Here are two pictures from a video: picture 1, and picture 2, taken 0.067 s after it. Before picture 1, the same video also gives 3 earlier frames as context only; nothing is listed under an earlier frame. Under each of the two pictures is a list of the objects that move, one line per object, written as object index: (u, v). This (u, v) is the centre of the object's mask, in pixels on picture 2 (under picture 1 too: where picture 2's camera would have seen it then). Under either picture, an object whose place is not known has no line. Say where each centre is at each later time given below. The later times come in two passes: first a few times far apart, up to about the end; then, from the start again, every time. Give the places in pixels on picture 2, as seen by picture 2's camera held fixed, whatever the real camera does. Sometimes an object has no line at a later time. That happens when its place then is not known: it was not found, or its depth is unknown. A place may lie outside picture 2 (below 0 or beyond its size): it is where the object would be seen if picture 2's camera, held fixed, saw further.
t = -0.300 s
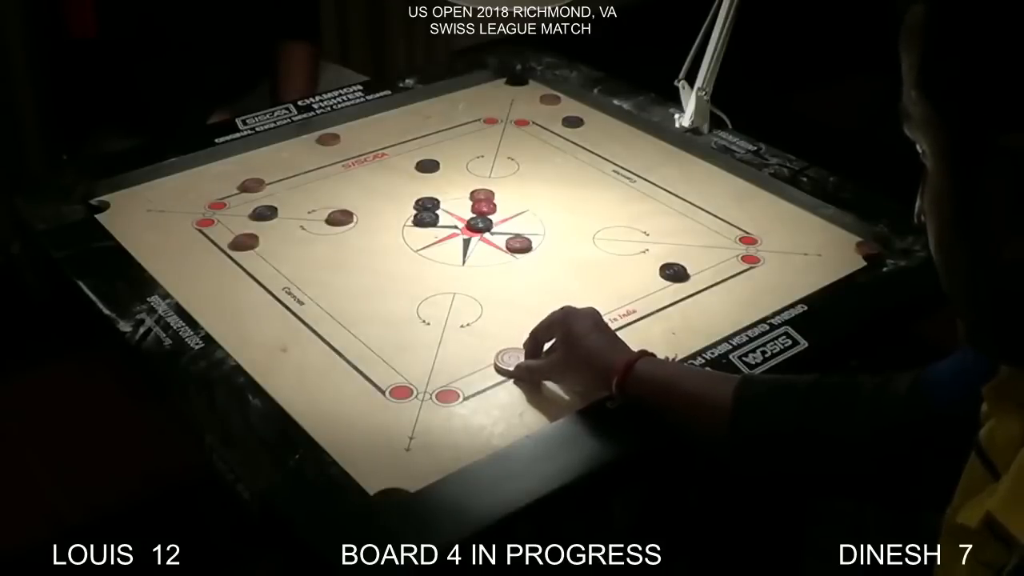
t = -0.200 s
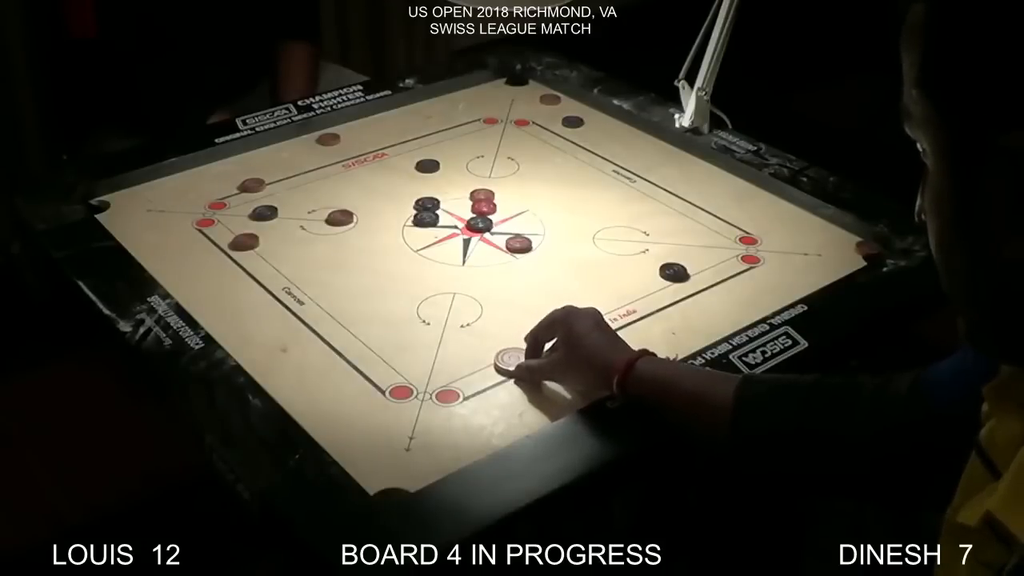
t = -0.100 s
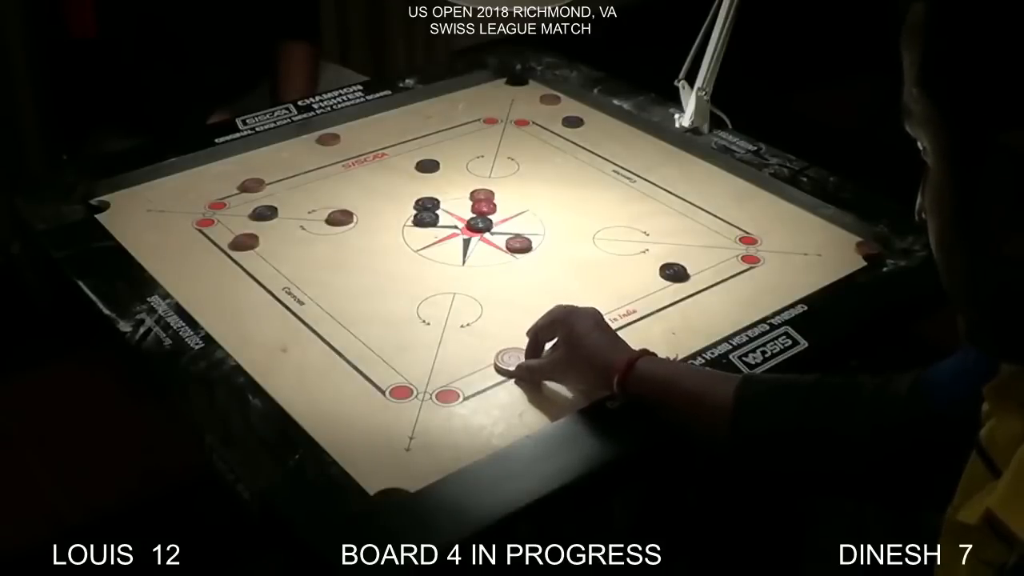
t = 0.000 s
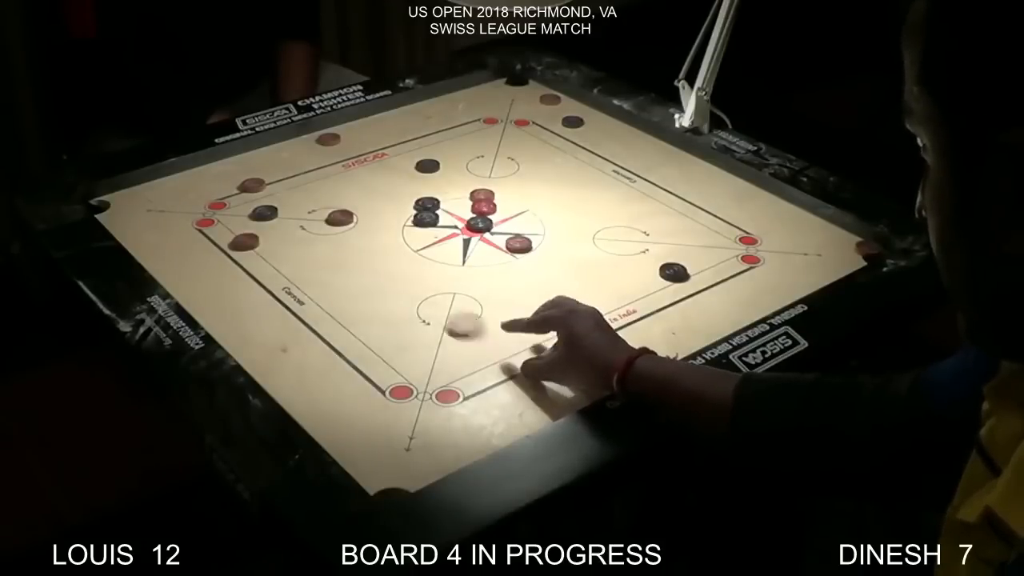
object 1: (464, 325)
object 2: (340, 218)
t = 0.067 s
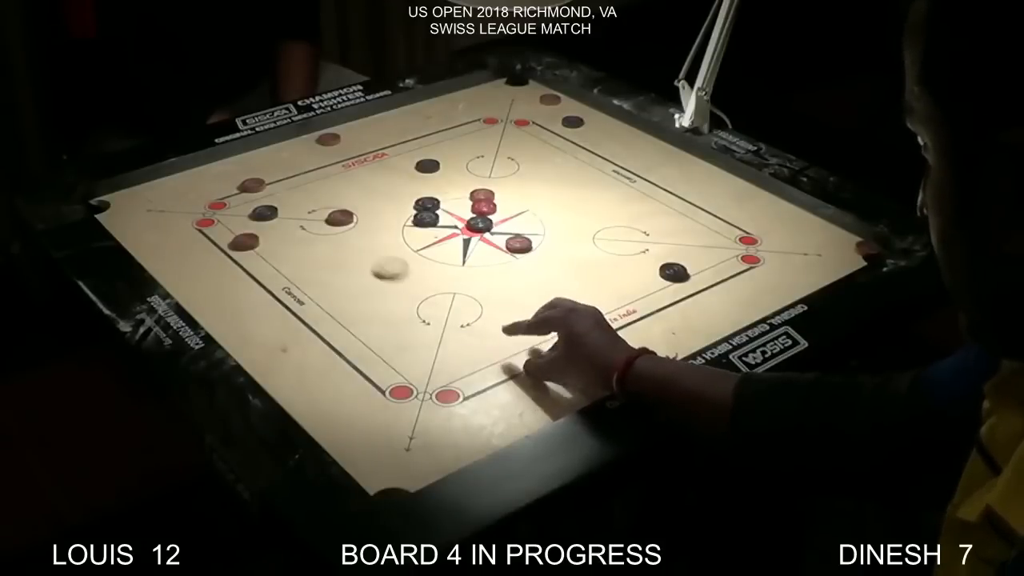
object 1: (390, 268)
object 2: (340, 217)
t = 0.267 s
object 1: (273, 196)
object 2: (313, 158)
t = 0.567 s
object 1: (262, 174)
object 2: (377, 290)
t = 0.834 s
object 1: (263, 173)
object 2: (424, 395)
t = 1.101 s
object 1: (263, 172)
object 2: (446, 452)
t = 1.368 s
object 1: (263, 173)
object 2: (447, 453)
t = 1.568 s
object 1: (262, 173)
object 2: (447, 453)
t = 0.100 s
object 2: (340, 217)
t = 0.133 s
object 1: (332, 228)
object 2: (333, 204)
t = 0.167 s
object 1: (310, 220)
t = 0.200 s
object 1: (293, 210)
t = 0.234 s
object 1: (284, 203)
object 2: (306, 144)
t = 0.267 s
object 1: (273, 196)
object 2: (313, 158)
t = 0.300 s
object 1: (270, 190)
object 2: (320, 172)
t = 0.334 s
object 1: (269, 187)
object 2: (327, 186)
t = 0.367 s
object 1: (267, 184)
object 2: (334, 201)
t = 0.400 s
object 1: (266, 181)
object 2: (341, 215)
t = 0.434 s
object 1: (265, 179)
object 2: (348, 230)
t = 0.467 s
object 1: (264, 177)
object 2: (355, 245)
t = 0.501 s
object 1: (263, 175)
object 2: (363, 260)
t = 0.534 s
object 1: (263, 174)
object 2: (370, 275)
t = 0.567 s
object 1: (262, 174)
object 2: (377, 290)
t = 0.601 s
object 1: (262, 173)
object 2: (383, 304)
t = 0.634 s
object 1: (262, 173)
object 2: (390, 319)
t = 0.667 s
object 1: (262, 173)
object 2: (396, 332)
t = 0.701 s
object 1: (262, 173)
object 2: (403, 346)
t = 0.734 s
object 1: (262, 173)
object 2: (408, 359)
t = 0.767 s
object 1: (262, 173)
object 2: (414, 372)
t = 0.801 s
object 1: (263, 173)
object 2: (419, 384)
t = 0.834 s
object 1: (263, 173)
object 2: (424, 395)
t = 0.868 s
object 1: (262, 173)
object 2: (428, 406)
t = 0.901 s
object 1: (262, 173)
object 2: (432, 416)
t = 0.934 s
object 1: (263, 173)
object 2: (435, 425)
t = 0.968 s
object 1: (263, 173)
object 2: (438, 433)
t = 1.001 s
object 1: (263, 173)
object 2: (441, 439)
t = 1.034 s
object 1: (263, 173)
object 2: (444, 444)
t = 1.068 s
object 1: (263, 173)
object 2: (445, 448)
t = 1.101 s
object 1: (263, 172)
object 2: (446, 452)
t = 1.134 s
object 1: (263, 173)
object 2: (447, 453)
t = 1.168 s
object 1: (263, 172)
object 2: (447, 454)
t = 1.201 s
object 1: (263, 172)
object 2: (447, 453)
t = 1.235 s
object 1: (263, 173)
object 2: (447, 453)
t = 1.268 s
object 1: (263, 173)
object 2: (447, 453)
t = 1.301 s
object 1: (262, 173)
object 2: (447, 453)
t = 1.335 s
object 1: (263, 172)
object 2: (447, 453)
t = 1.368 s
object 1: (263, 173)
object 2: (447, 453)
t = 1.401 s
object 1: (262, 173)
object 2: (447, 453)
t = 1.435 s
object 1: (262, 173)
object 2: (447, 453)
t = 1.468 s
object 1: (262, 173)
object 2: (447, 453)
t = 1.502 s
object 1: (262, 173)
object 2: (447, 453)
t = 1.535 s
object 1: (262, 173)
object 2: (447, 453)
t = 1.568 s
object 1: (262, 173)
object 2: (447, 453)
